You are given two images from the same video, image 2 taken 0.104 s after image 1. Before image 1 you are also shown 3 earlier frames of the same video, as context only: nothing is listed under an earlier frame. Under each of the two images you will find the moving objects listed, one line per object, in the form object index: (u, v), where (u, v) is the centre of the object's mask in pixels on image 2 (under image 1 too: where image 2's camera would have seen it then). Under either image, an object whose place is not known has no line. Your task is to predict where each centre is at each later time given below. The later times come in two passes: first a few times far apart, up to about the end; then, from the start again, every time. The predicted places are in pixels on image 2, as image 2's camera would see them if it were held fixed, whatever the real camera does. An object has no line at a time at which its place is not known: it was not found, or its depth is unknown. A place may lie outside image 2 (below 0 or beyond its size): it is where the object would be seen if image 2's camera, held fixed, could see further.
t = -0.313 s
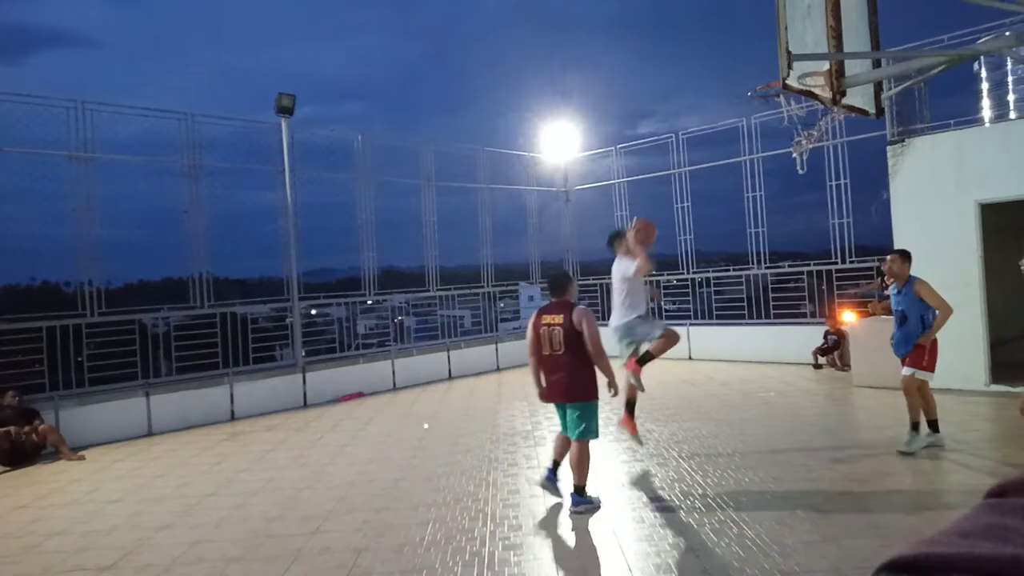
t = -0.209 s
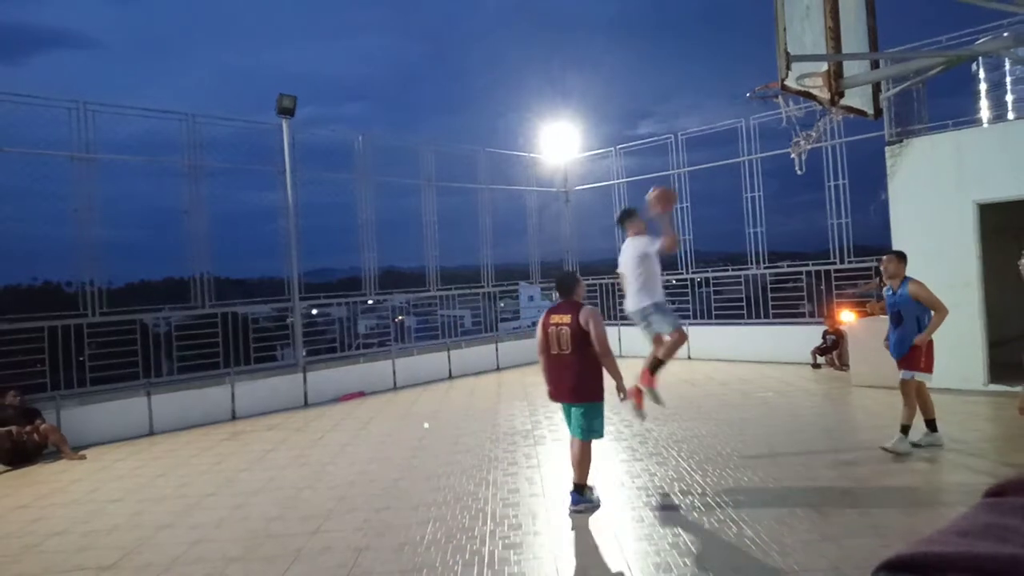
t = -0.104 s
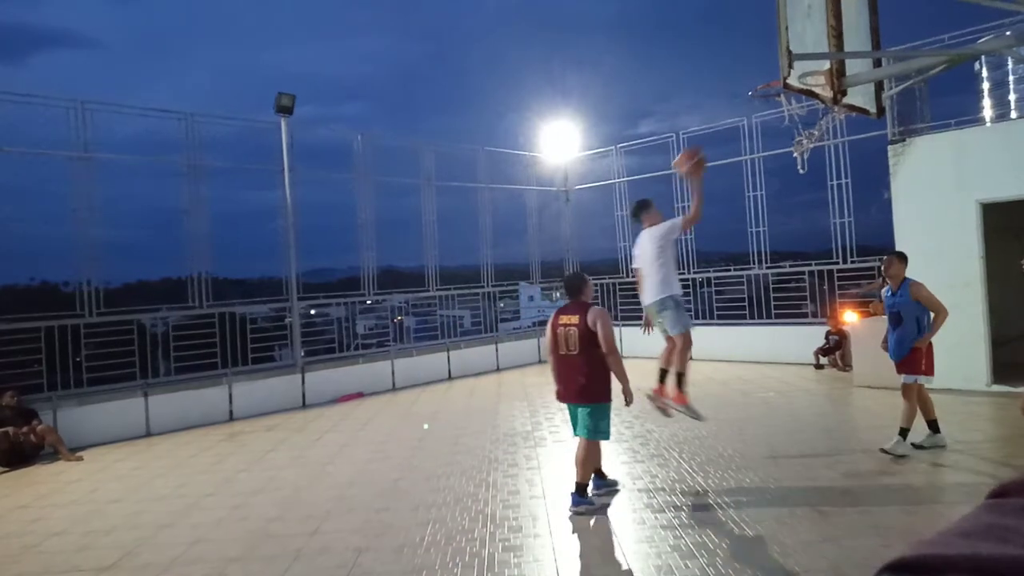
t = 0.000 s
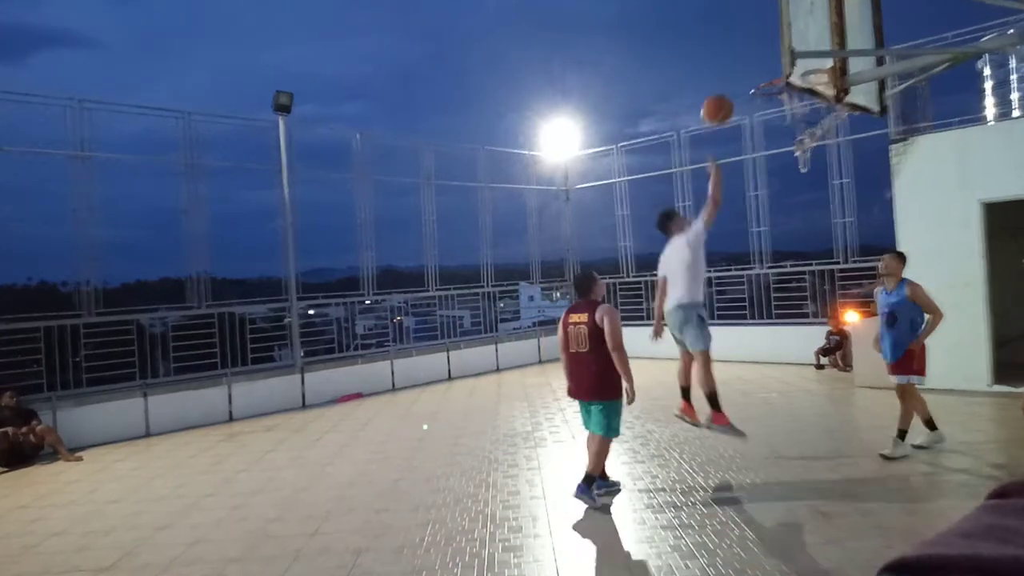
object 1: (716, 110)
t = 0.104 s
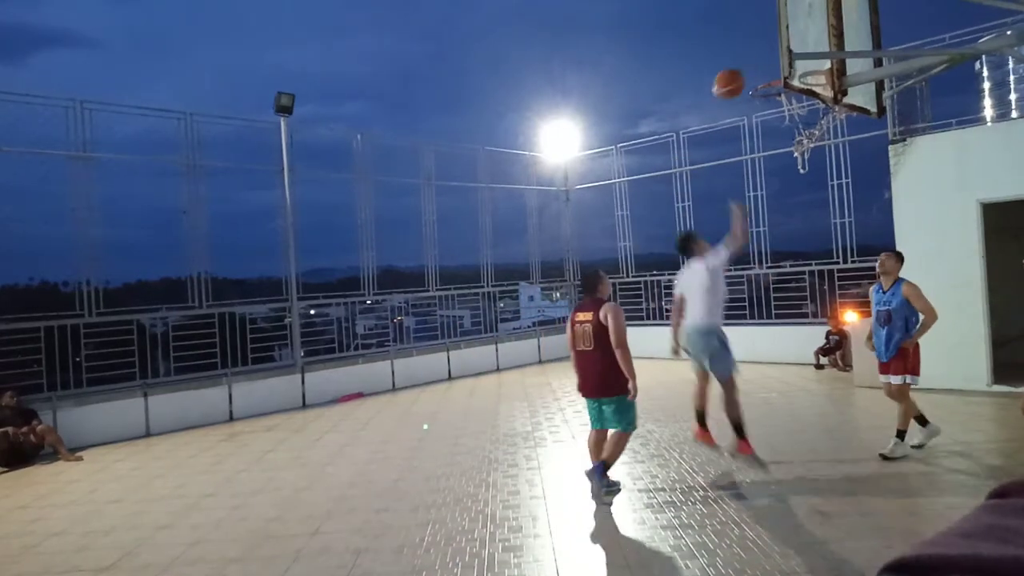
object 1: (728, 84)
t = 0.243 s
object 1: (748, 66)
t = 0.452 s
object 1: (773, 81)
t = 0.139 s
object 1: (733, 77)
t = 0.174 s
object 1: (738, 71)
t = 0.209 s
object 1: (743, 68)
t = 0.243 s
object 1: (748, 66)
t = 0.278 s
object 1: (753, 65)
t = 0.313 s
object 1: (758, 65)
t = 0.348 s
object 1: (763, 67)
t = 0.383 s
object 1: (767, 70)
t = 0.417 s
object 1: (770, 74)
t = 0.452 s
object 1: (773, 81)
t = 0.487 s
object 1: (775, 80)
